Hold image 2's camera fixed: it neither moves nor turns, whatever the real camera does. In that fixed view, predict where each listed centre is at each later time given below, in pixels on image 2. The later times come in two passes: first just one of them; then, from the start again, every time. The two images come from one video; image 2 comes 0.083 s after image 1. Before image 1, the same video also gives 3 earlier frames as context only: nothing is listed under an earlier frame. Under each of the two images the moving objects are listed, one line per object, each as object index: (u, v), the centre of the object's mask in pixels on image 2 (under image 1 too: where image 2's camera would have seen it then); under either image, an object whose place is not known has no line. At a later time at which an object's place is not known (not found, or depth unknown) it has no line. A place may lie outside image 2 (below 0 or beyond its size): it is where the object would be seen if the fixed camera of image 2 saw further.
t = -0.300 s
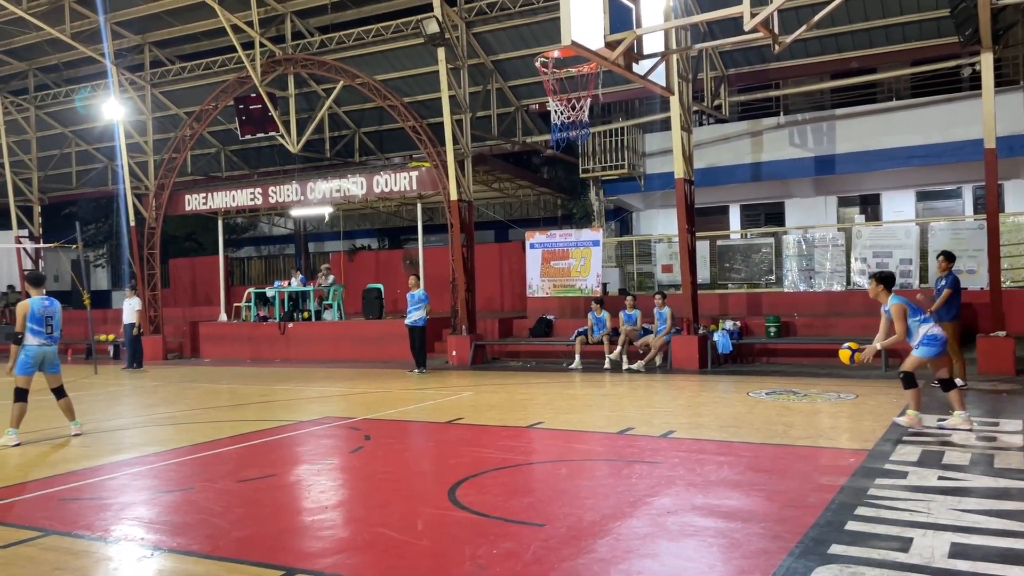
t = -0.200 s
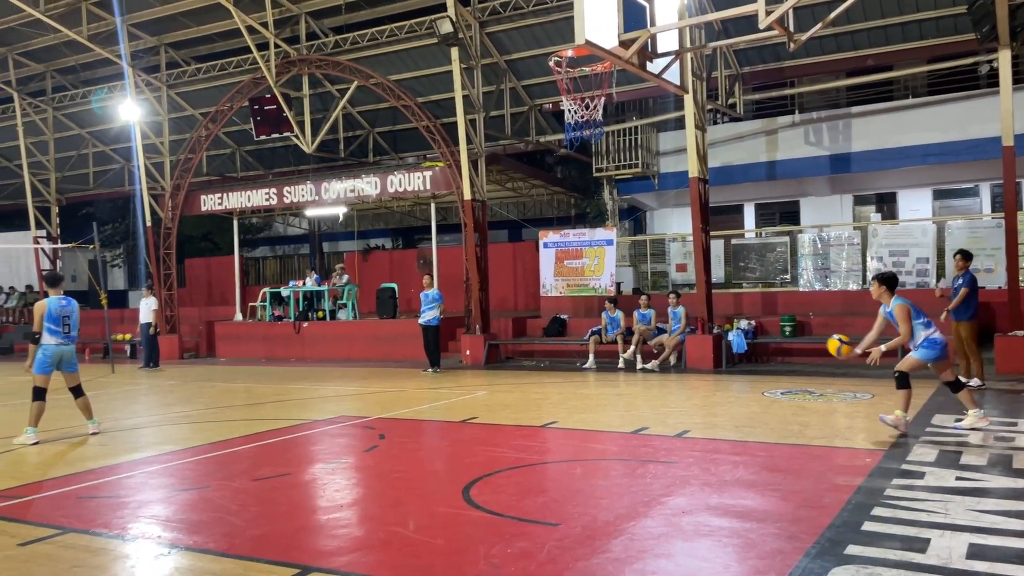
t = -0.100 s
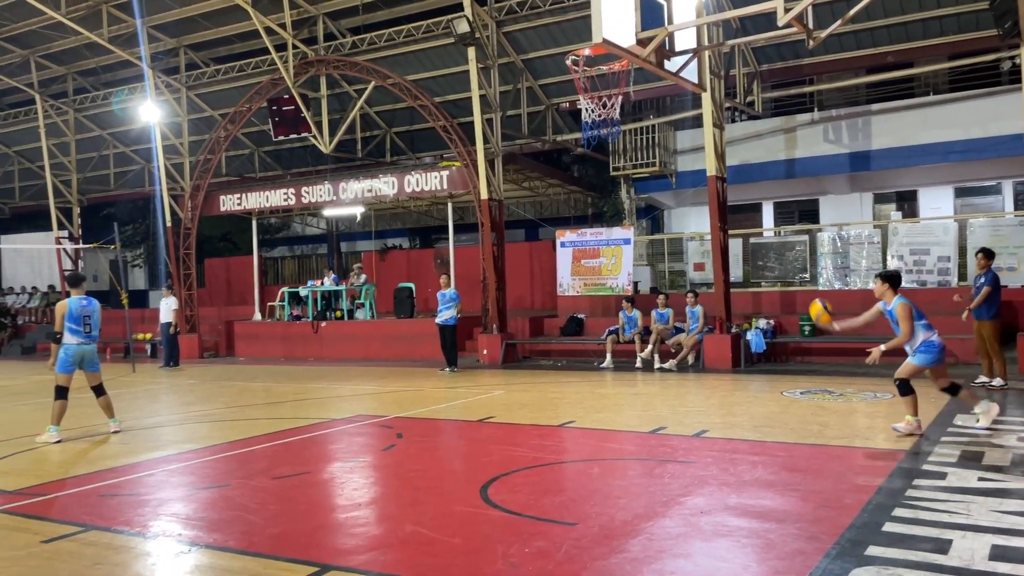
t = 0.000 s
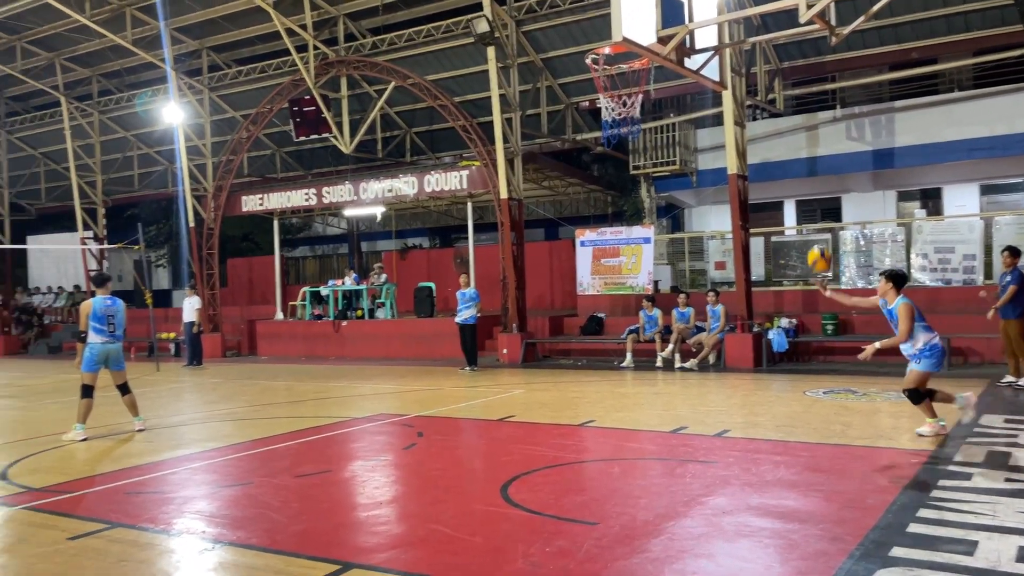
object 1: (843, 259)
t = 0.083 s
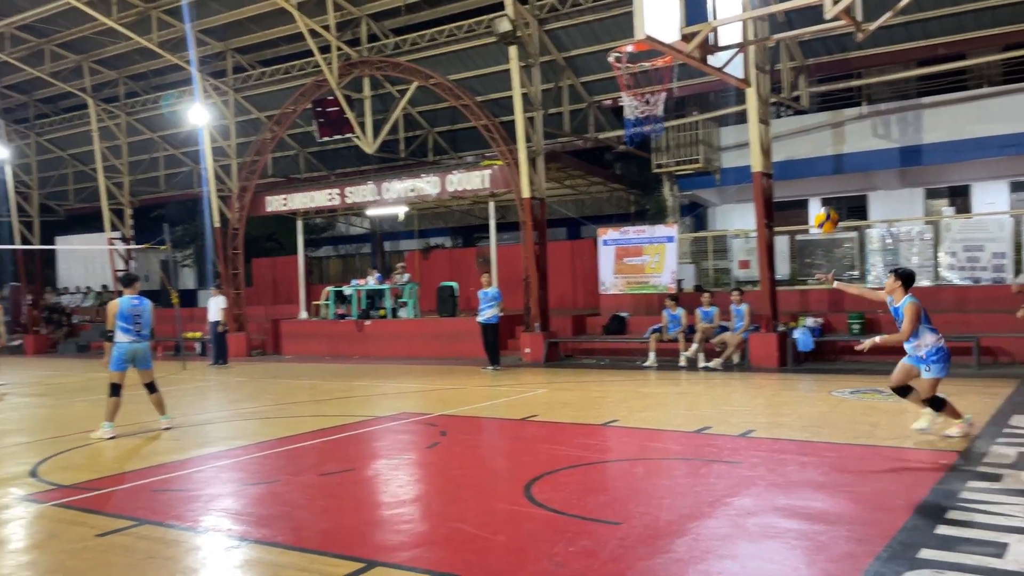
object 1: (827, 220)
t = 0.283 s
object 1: (786, 163)
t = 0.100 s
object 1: (823, 214)
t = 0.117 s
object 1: (819, 207)
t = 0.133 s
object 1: (815, 202)
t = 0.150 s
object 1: (812, 197)
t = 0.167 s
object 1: (809, 192)
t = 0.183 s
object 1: (806, 186)
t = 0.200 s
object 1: (803, 181)
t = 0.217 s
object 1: (799, 177)
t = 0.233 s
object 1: (796, 173)
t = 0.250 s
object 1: (793, 169)
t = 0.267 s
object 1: (789, 167)
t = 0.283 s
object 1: (786, 163)
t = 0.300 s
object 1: (783, 160)
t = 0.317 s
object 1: (779, 158)
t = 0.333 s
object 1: (776, 156)
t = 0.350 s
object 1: (773, 153)
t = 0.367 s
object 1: (770, 151)
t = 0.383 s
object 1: (767, 150)
